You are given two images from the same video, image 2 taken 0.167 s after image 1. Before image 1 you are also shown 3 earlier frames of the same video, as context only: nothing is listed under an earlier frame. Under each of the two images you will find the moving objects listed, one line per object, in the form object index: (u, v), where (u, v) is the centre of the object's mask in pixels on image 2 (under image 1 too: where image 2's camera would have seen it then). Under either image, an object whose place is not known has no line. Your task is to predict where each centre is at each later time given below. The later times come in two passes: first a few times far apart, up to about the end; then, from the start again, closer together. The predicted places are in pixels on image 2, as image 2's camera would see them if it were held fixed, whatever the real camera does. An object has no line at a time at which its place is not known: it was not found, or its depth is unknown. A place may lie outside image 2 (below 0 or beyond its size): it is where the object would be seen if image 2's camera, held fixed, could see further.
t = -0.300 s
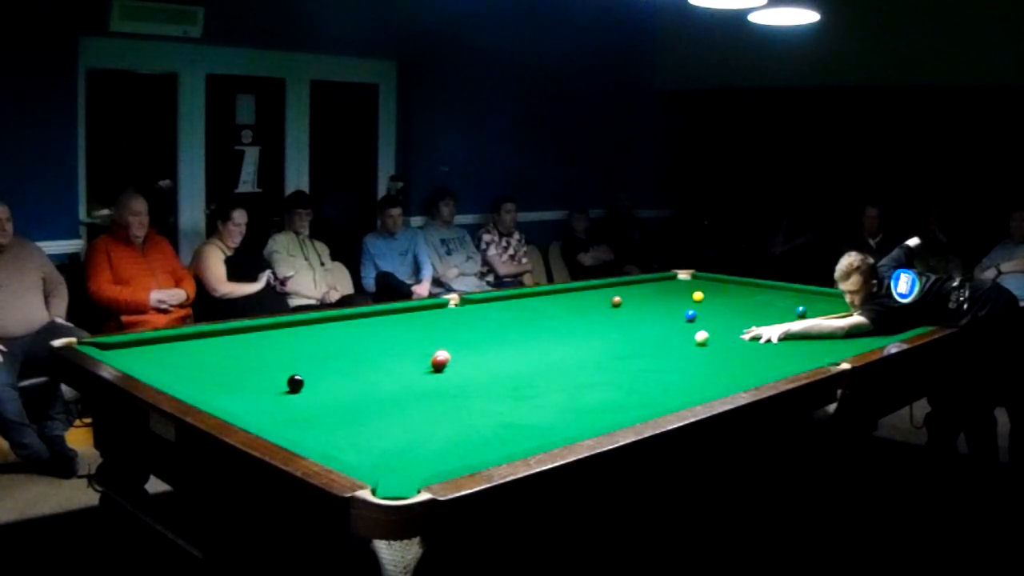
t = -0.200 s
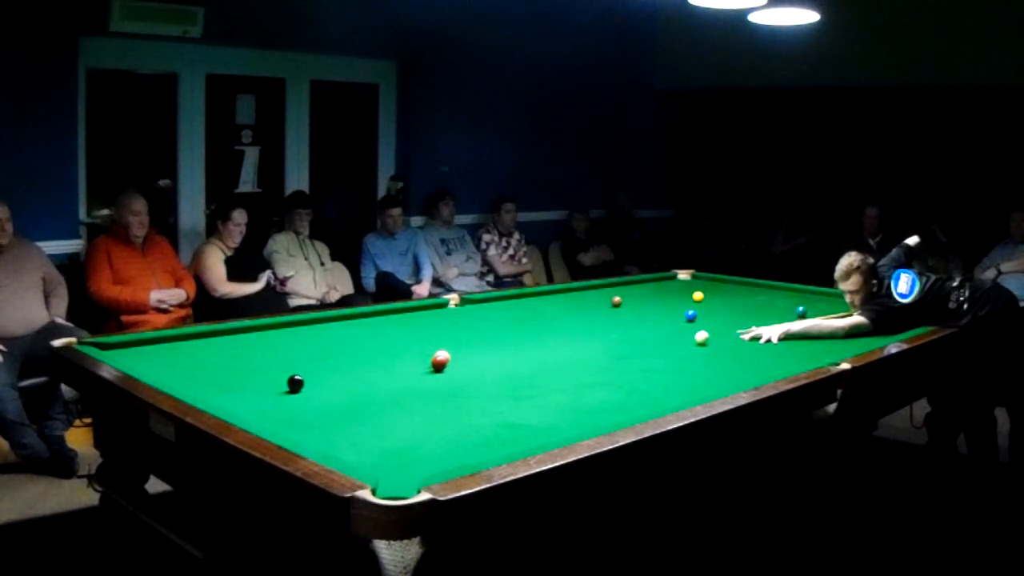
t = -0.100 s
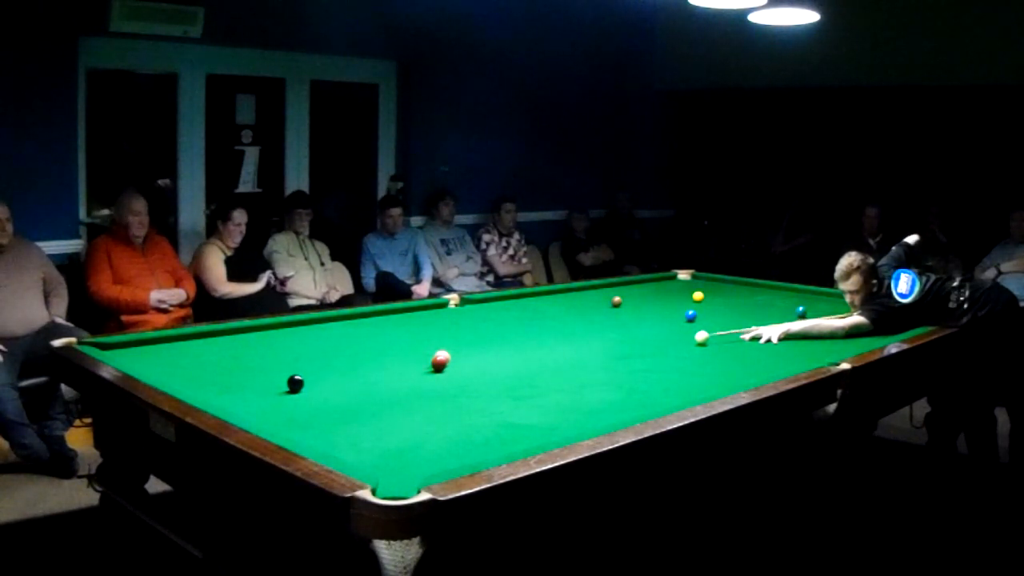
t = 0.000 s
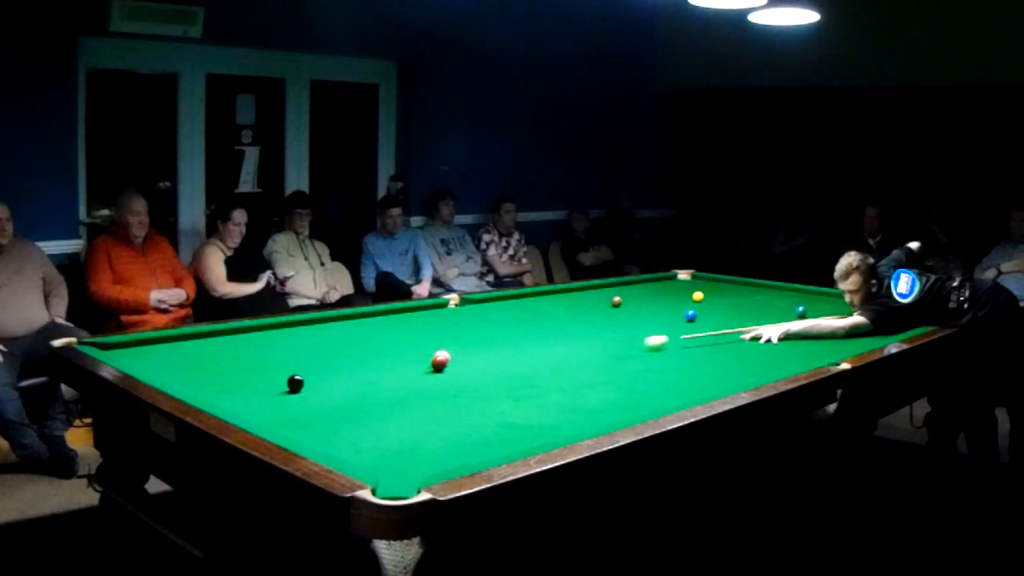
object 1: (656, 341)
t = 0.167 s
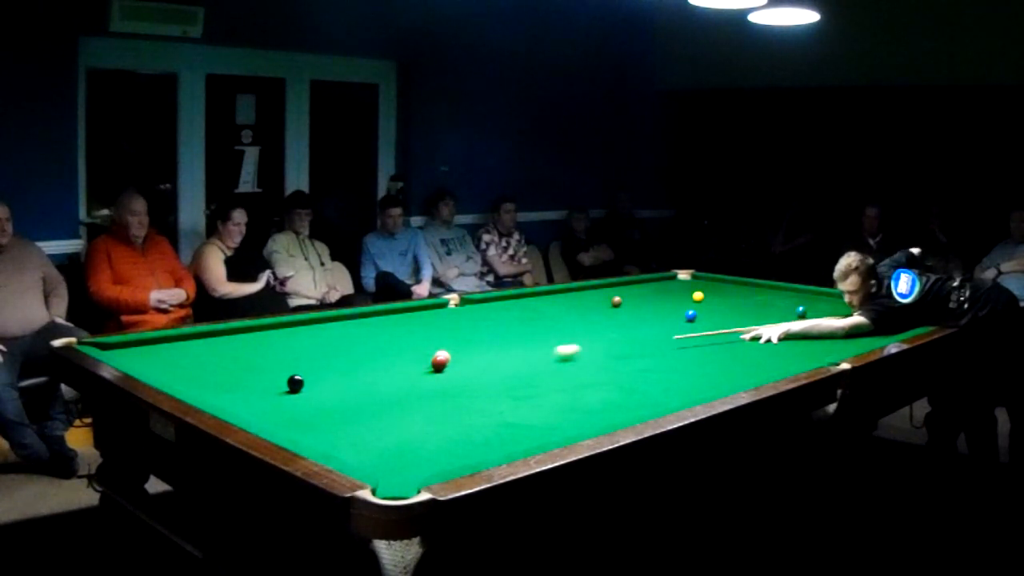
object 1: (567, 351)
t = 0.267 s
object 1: (509, 357)
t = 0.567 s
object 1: (413, 384)
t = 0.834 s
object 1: (329, 415)
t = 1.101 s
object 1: (348, 426)
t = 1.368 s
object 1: (451, 418)
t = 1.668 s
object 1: (555, 409)
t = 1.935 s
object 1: (638, 401)
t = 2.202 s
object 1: (701, 390)
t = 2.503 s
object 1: (721, 379)
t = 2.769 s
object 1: (736, 368)
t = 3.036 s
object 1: (749, 359)
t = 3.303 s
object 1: (760, 351)
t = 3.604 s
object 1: (772, 343)
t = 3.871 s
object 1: (781, 337)
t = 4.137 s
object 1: (790, 332)
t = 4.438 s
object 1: (798, 326)
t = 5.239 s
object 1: (817, 316)
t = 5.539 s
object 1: (822, 313)
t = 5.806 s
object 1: (826, 311)
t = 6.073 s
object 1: (829, 309)
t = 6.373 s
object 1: (831, 306)
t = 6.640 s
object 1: (834, 305)
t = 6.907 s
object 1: (835, 304)
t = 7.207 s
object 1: (835, 303)
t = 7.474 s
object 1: (835, 302)
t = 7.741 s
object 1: (835, 302)
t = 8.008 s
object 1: (835, 302)
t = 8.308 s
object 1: (835, 302)
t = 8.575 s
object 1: (835, 302)
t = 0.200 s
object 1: (548, 353)
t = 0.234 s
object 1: (529, 354)
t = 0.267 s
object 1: (509, 357)
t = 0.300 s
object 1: (489, 359)
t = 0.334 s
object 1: (469, 360)
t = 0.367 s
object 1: (454, 364)
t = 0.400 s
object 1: (449, 368)
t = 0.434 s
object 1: (444, 370)
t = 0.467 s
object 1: (437, 373)
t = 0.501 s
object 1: (431, 377)
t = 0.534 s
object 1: (422, 381)
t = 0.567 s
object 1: (413, 384)
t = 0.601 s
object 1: (404, 388)
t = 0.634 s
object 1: (394, 390)
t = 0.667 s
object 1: (384, 395)
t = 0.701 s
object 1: (374, 399)
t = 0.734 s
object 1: (363, 403)
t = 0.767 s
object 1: (352, 407)
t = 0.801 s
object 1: (341, 411)
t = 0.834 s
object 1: (329, 415)
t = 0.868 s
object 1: (317, 419)
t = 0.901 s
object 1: (306, 423)
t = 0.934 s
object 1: (294, 426)
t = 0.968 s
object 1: (287, 427)
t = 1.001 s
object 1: (302, 429)
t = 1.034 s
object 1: (318, 430)
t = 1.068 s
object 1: (333, 427)
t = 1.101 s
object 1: (348, 426)
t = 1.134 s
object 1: (361, 425)
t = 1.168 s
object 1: (374, 424)
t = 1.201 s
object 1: (387, 423)
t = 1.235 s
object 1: (400, 422)
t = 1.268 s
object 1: (414, 421)
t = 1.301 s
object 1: (426, 420)
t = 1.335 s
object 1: (439, 419)
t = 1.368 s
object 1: (451, 418)
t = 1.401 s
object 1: (463, 417)
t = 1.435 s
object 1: (476, 416)
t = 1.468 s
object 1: (487, 415)
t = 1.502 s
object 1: (499, 414)
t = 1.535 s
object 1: (510, 413)
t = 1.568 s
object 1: (522, 412)
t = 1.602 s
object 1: (533, 411)
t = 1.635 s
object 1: (544, 410)
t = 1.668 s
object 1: (555, 409)
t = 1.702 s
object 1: (566, 408)
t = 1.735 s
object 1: (577, 407)
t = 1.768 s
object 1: (588, 406)
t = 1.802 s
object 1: (598, 405)
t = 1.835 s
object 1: (608, 404)
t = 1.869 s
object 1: (618, 403)
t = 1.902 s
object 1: (628, 402)
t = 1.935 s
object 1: (638, 401)
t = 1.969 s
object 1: (648, 400)
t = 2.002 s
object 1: (657, 398)
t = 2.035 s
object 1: (667, 397)
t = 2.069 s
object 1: (676, 395)
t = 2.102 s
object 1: (685, 393)
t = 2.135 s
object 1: (694, 393)
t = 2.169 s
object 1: (699, 392)
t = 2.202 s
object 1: (701, 390)
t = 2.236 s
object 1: (704, 388)
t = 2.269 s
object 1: (706, 387)
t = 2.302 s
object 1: (708, 386)
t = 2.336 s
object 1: (710, 384)
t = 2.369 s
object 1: (712, 383)
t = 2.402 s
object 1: (714, 381)
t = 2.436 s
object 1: (717, 381)
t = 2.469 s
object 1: (719, 380)
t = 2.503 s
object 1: (721, 379)
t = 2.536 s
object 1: (723, 378)
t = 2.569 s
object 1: (725, 376)
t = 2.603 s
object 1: (727, 375)
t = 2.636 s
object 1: (728, 373)
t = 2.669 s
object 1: (730, 372)
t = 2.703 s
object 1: (732, 371)
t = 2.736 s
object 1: (734, 369)
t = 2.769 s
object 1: (736, 368)
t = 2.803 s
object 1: (738, 367)
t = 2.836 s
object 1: (739, 366)
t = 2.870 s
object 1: (741, 365)
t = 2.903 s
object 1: (742, 364)
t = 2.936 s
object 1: (744, 362)
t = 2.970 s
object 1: (745, 361)
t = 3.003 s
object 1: (747, 360)
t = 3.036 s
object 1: (749, 359)
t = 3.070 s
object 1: (750, 358)
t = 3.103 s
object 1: (752, 357)
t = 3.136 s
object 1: (753, 356)
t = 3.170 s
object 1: (755, 355)
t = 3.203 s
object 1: (756, 354)
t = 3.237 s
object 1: (758, 353)
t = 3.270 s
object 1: (759, 352)
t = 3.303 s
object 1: (760, 351)
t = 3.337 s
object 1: (762, 350)
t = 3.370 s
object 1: (763, 349)
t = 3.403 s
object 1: (765, 348)
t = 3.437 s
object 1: (766, 348)
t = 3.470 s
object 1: (767, 346)
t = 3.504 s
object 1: (767, 346)
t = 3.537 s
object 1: (770, 345)
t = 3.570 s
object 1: (771, 344)
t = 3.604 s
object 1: (772, 343)
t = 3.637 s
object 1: (772, 342)
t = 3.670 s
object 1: (773, 342)
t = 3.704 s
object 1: (776, 341)
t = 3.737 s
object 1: (777, 340)
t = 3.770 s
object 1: (777, 340)
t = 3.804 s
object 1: (778, 339)
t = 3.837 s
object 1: (780, 338)
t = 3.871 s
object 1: (781, 337)
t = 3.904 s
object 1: (782, 336)
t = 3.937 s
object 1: (783, 336)
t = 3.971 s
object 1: (785, 335)
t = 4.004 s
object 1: (786, 334)
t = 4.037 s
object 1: (787, 334)
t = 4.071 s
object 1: (788, 333)
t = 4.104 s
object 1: (789, 333)
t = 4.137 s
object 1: (790, 332)
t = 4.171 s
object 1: (791, 331)
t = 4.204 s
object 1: (792, 331)
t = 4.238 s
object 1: (793, 330)
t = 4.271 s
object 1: (794, 330)
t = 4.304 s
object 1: (794, 329)
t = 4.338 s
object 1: (795, 328)
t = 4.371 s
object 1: (796, 328)
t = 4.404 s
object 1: (797, 327)
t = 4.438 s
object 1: (798, 326)
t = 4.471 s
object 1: (799, 326)
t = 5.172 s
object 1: (813, 316)
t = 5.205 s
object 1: (817, 316)
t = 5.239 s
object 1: (817, 316)
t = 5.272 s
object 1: (818, 316)
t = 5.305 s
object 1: (818, 315)
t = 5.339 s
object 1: (819, 315)
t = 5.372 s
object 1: (820, 314)
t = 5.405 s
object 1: (820, 314)
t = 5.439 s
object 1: (820, 314)
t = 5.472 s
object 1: (821, 314)
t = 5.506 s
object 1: (822, 313)
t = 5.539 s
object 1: (822, 313)
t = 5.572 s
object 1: (823, 313)
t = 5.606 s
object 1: (823, 313)
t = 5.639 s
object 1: (824, 312)
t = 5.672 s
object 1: (824, 312)
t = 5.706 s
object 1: (825, 311)
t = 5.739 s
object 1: (825, 311)
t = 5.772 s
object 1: (825, 311)
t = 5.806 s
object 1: (826, 311)
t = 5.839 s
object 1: (826, 310)
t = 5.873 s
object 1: (826, 310)
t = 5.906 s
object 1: (827, 310)
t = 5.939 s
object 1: (827, 309)
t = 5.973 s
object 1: (828, 309)
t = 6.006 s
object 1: (828, 309)
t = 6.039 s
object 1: (828, 309)
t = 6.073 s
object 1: (829, 309)
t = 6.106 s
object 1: (829, 308)
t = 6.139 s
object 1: (829, 308)
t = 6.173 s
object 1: (830, 308)
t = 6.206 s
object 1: (830, 308)
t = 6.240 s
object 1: (831, 307)
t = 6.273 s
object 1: (831, 307)
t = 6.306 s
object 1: (831, 307)
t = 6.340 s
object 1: (831, 307)
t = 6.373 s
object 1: (831, 306)
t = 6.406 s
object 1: (832, 306)
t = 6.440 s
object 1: (832, 306)
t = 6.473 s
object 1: (832, 306)
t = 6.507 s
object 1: (833, 306)
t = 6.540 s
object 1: (833, 305)
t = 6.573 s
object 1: (833, 305)
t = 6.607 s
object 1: (833, 305)
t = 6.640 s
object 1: (834, 305)
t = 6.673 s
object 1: (834, 305)
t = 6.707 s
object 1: (834, 304)
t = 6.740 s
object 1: (834, 304)
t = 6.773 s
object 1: (834, 304)
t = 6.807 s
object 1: (834, 304)
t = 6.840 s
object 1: (834, 304)
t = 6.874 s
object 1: (834, 304)
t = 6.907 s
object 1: (835, 304)
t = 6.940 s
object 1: (835, 304)
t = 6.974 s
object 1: (835, 303)
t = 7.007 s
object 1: (835, 303)
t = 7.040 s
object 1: (835, 303)
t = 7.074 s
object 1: (835, 303)
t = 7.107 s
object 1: (835, 303)
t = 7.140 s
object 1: (835, 303)
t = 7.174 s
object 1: (835, 303)
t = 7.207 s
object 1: (835, 303)
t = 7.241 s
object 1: (835, 303)
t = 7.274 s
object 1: (835, 303)
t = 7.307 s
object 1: (835, 302)
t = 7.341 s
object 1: (835, 302)
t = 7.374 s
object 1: (835, 302)
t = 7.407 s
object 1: (835, 302)
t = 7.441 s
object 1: (835, 302)
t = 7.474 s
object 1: (835, 302)
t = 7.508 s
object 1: (835, 302)
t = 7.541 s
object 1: (835, 302)
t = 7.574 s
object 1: (835, 302)
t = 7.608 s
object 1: (835, 302)
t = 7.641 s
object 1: (835, 302)
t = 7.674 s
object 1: (835, 302)
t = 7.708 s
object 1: (835, 302)
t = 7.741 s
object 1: (835, 302)
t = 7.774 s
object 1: (835, 302)
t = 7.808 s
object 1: (835, 302)
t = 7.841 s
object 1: (835, 302)
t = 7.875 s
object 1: (835, 302)
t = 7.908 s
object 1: (835, 302)
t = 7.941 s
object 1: (835, 302)
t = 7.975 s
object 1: (835, 302)
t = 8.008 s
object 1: (835, 302)
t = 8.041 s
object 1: (835, 302)
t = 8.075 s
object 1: (835, 302)
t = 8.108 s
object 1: (835, 302)
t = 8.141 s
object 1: (835, 302)
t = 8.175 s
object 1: (835, 302)
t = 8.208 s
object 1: (835, 302)
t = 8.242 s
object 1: (835, 302)
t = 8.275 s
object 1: (835, 302)
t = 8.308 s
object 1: (835, 302)
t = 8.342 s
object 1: (835, 302)
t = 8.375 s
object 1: (835, 302)
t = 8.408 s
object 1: (835, 302)
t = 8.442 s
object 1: (835, 302)
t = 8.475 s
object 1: (835, 302)
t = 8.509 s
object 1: (835, 302)
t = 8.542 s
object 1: (835, 302)
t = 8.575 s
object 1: (835, 302)
